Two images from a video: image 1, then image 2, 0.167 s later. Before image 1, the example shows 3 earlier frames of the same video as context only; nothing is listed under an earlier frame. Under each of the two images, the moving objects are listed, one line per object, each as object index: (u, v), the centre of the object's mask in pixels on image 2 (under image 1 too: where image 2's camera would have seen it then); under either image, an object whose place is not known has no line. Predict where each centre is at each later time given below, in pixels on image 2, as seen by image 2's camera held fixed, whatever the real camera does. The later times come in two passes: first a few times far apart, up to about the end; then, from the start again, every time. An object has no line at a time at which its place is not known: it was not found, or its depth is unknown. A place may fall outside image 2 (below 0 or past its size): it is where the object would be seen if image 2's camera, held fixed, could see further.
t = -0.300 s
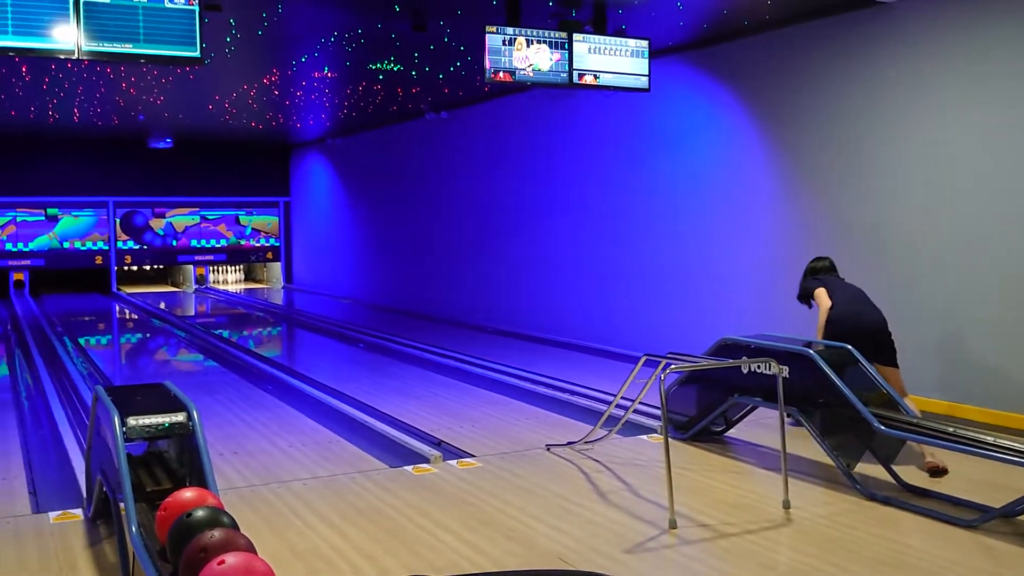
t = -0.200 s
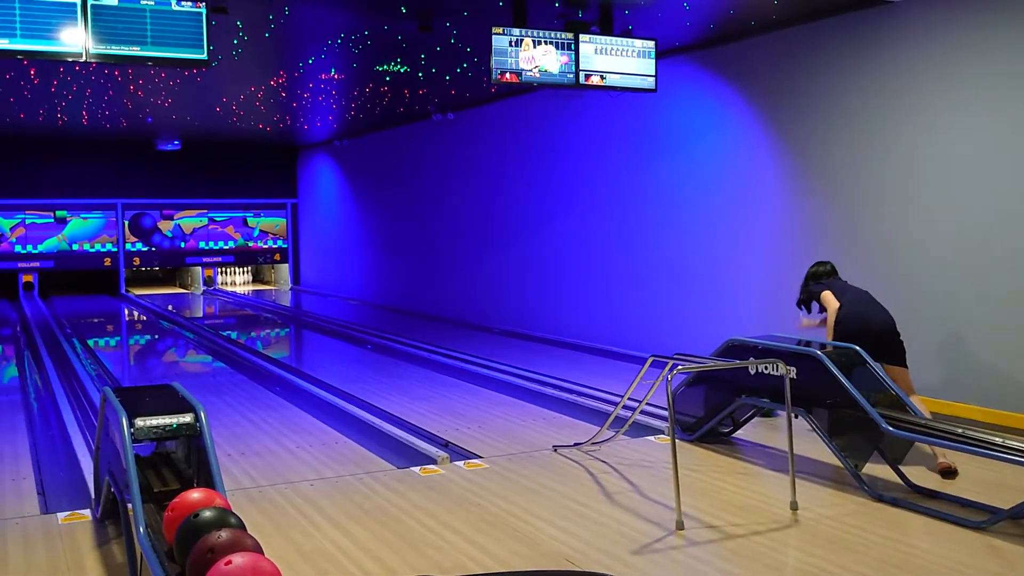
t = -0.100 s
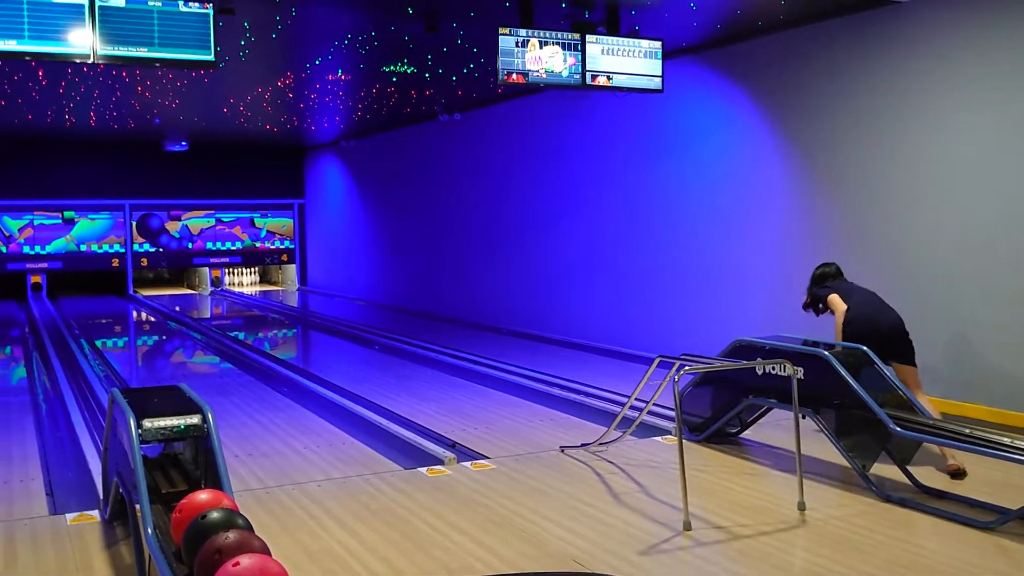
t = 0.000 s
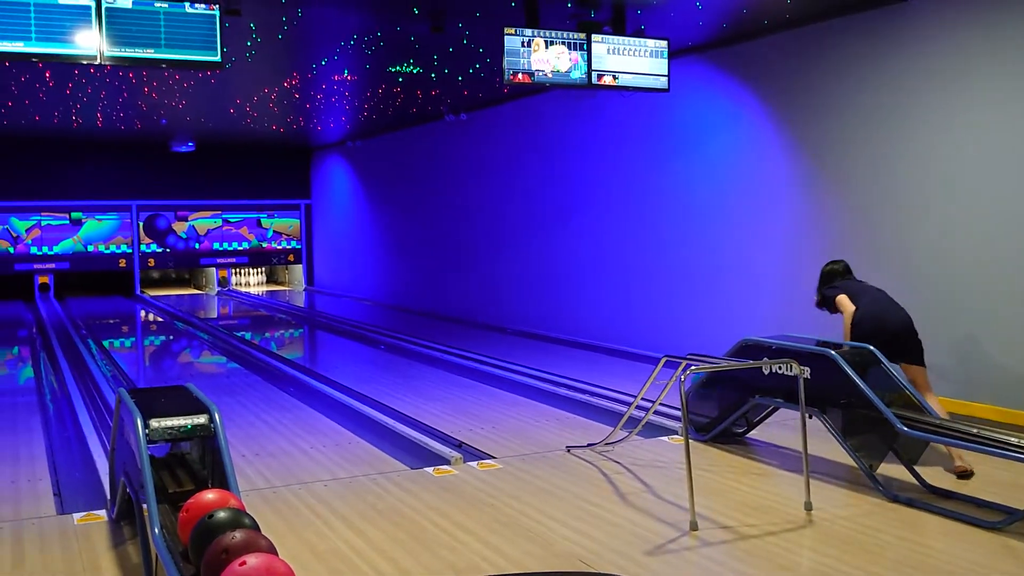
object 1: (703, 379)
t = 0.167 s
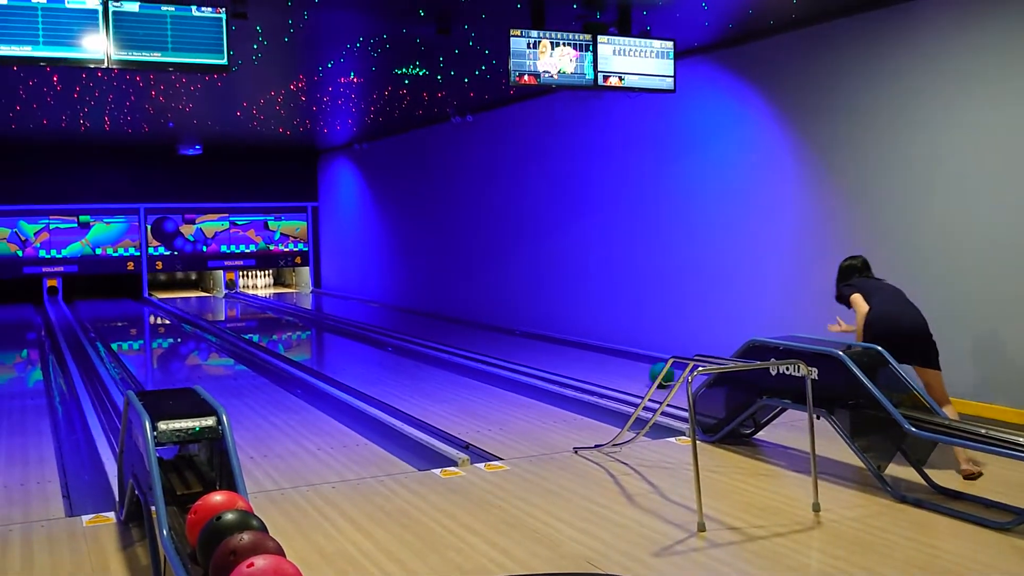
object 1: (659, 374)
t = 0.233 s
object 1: (643, 372)
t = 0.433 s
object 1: (598, 362)
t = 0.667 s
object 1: (553, 352)
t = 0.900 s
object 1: (516, 344)
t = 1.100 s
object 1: (489, 339)
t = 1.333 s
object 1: (462, 333)
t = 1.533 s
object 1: (441, 329)
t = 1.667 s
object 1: (429, 326)
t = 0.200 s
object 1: (650, 372)
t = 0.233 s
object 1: (643, 372)
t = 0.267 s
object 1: (635, 370)
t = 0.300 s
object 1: (627, 368)
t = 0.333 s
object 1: (619, 366)
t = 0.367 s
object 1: (612, 365)
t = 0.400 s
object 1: (605, 363)
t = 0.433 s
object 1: (598, 362)
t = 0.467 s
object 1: (591, 360)
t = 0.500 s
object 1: (584, 359)
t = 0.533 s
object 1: (577, 358)
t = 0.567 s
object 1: (571, 356)
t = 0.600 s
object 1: (565, 355)
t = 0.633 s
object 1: (558, 354)
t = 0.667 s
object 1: (553, 352)
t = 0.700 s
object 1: (547, 351)
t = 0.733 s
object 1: (541, 350)
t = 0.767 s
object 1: (535, 349)
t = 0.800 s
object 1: (531, 348)
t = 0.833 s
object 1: (526, 347)
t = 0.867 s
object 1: (521, 346)
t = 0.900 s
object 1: (516, 344)
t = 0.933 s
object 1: (511, 344)
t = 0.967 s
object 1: (506, 343)
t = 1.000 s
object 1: (502, 342)
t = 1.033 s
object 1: (498, 341)
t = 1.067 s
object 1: (493, 340)
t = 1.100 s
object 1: (489, 339)
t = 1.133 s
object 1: (484, 338)
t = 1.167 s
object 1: (481, 337)
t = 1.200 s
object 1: (477, 336)
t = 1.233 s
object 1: (473, 336)
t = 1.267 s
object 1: (469, 335)
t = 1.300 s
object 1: (465, 334)
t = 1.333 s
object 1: (462, 333)
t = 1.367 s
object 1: (457, 332)
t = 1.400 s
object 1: (454, 332)
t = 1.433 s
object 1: (451, 331)
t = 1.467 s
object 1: (447, 330)
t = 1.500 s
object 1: (444, 330)
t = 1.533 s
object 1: (441, 329)
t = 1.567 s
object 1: (437, 329)
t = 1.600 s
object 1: (435, 328)
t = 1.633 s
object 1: (432, 327)
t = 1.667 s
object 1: (429, 326)
